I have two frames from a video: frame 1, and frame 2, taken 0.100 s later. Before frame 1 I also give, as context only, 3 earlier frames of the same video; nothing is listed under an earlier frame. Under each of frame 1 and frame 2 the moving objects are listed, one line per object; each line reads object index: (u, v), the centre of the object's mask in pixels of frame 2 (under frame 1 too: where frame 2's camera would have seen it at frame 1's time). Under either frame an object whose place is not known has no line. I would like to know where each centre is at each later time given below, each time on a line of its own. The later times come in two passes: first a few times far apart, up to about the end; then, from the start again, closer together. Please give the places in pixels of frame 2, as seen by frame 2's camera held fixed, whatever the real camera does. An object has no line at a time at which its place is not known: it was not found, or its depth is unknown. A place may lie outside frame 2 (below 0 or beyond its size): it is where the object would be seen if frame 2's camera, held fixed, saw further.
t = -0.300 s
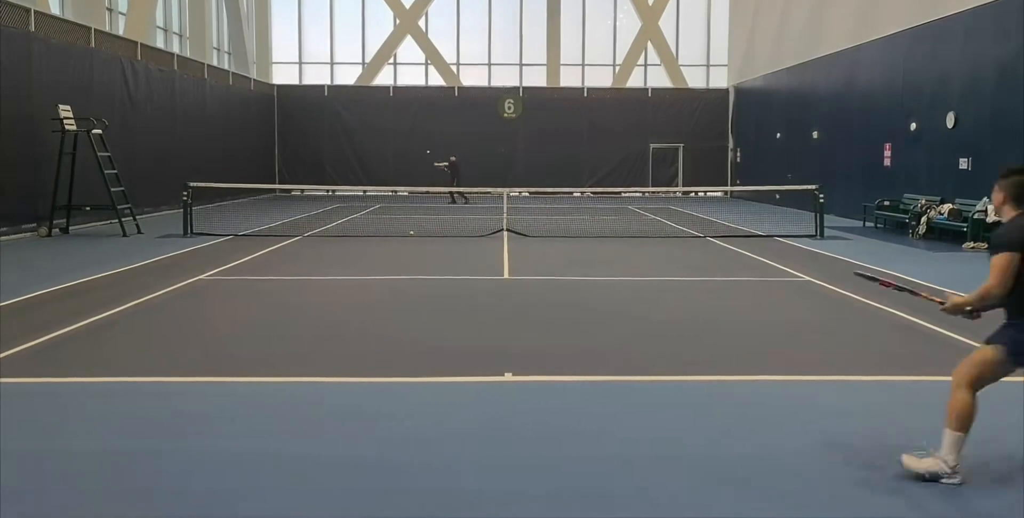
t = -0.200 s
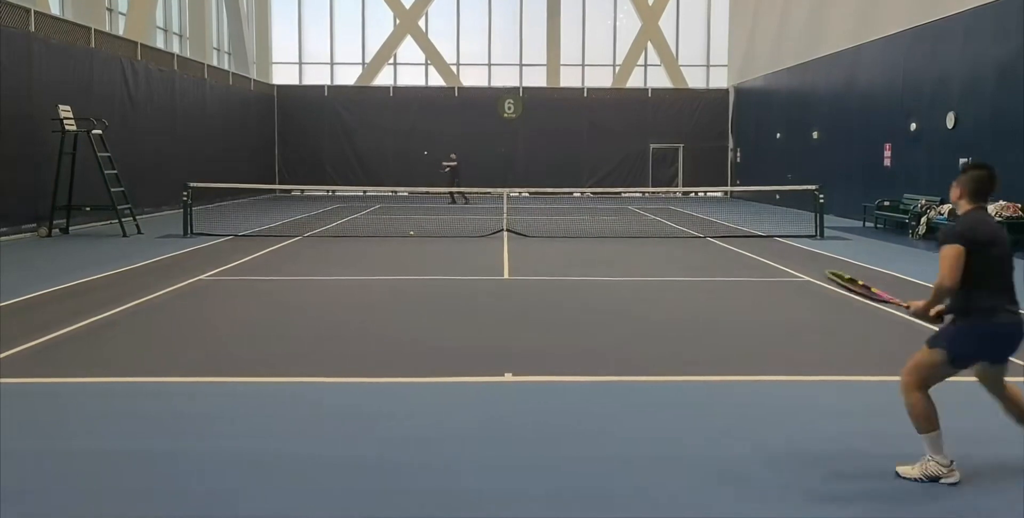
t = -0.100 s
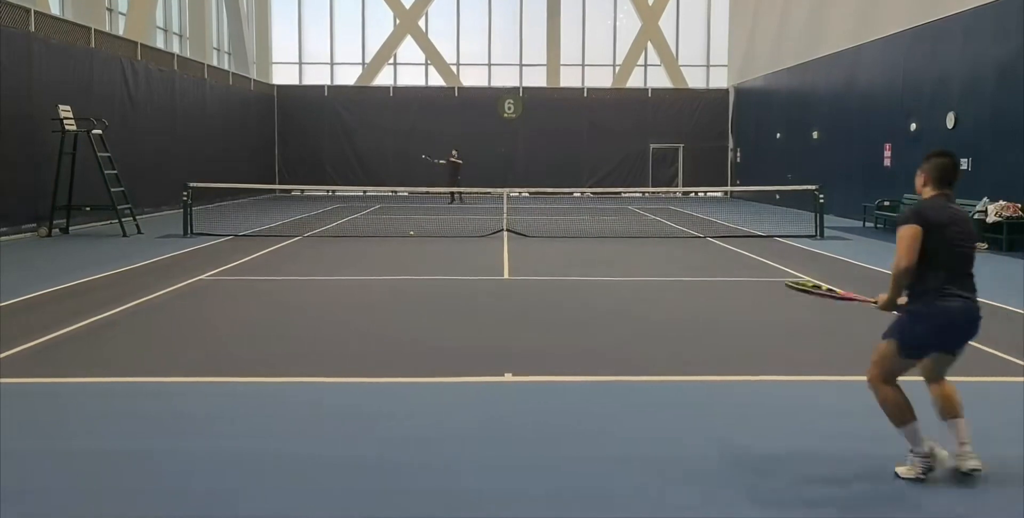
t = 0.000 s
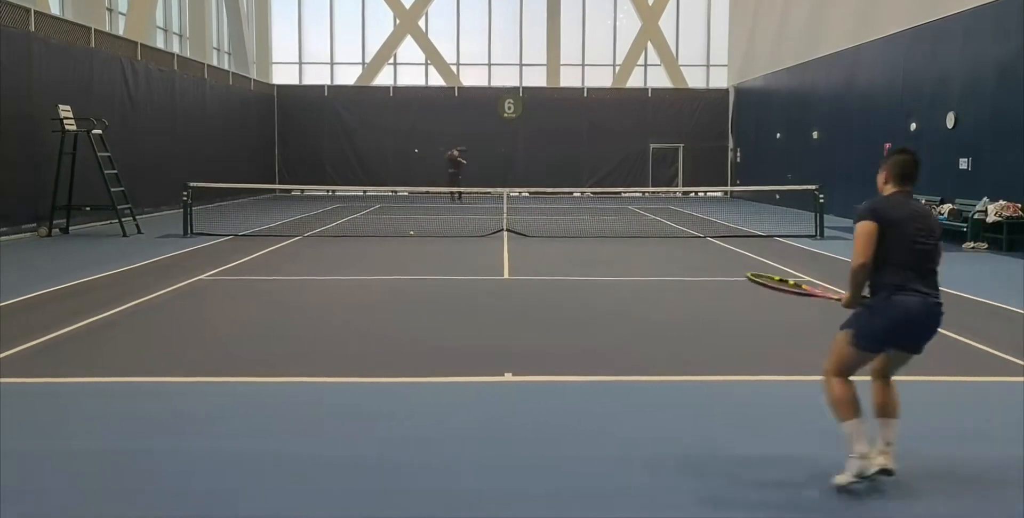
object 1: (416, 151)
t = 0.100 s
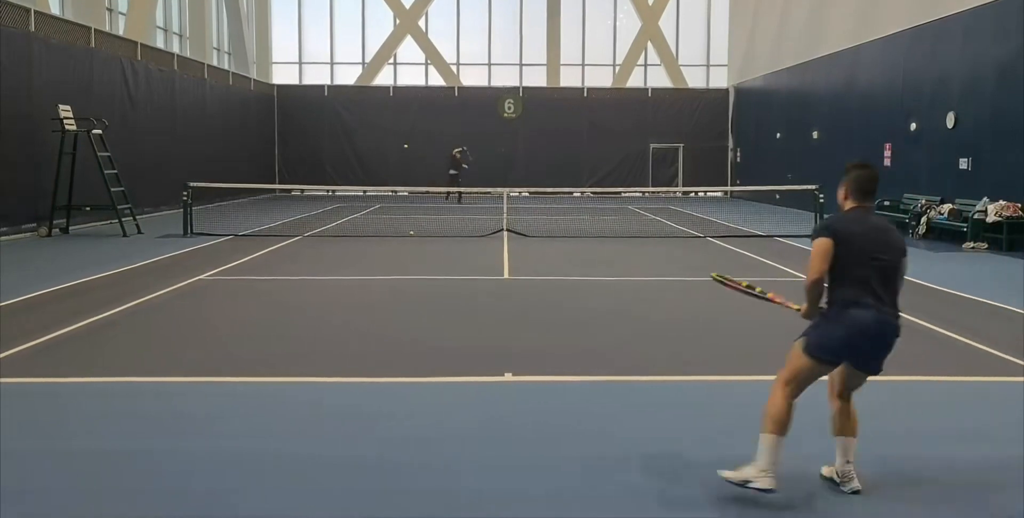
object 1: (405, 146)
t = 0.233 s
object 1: (386, 147)
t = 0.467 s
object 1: (331, 180)
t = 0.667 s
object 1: (237, 274)
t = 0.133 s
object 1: (401, 146)
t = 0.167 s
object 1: (397, 146)
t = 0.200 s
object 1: (392, 146)
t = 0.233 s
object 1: (386, 147)
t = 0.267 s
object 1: (380, 149)
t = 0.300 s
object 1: (374, 152)
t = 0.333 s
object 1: (367, 155)
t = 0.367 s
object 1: (359, 159)
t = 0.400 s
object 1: (351, 165)
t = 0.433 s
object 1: (341, 172)
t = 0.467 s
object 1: (331, 180)
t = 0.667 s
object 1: (237, 274)
